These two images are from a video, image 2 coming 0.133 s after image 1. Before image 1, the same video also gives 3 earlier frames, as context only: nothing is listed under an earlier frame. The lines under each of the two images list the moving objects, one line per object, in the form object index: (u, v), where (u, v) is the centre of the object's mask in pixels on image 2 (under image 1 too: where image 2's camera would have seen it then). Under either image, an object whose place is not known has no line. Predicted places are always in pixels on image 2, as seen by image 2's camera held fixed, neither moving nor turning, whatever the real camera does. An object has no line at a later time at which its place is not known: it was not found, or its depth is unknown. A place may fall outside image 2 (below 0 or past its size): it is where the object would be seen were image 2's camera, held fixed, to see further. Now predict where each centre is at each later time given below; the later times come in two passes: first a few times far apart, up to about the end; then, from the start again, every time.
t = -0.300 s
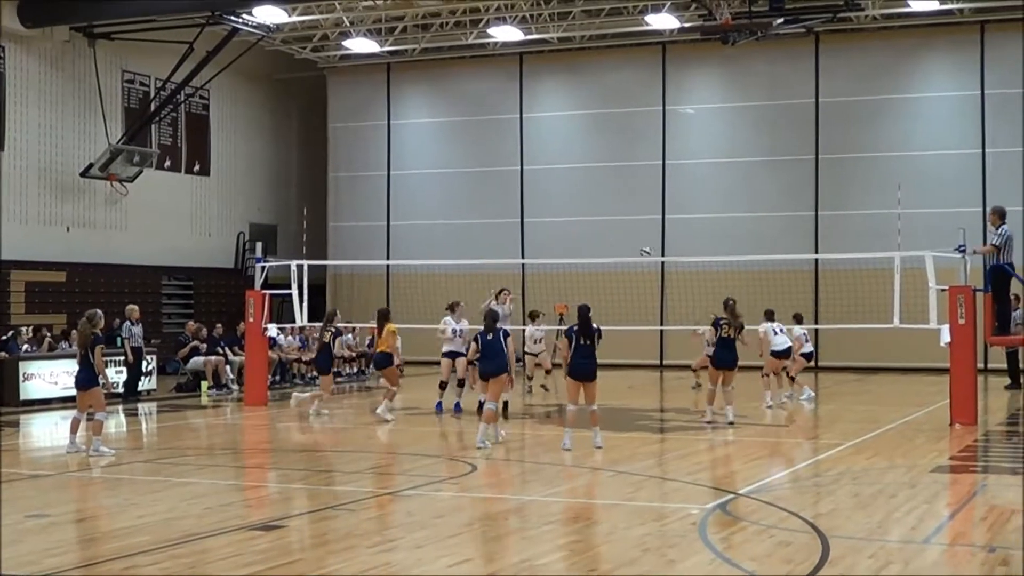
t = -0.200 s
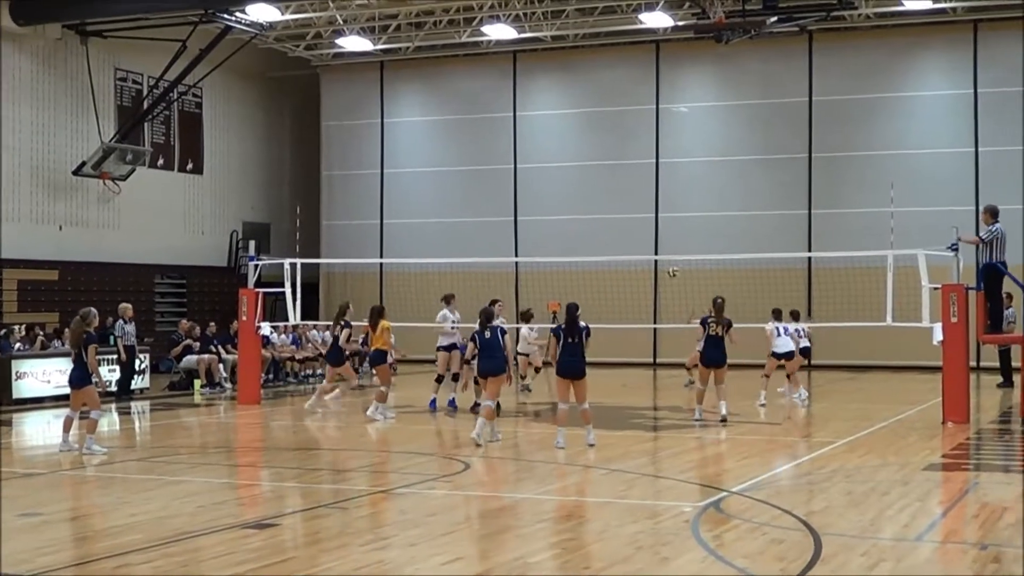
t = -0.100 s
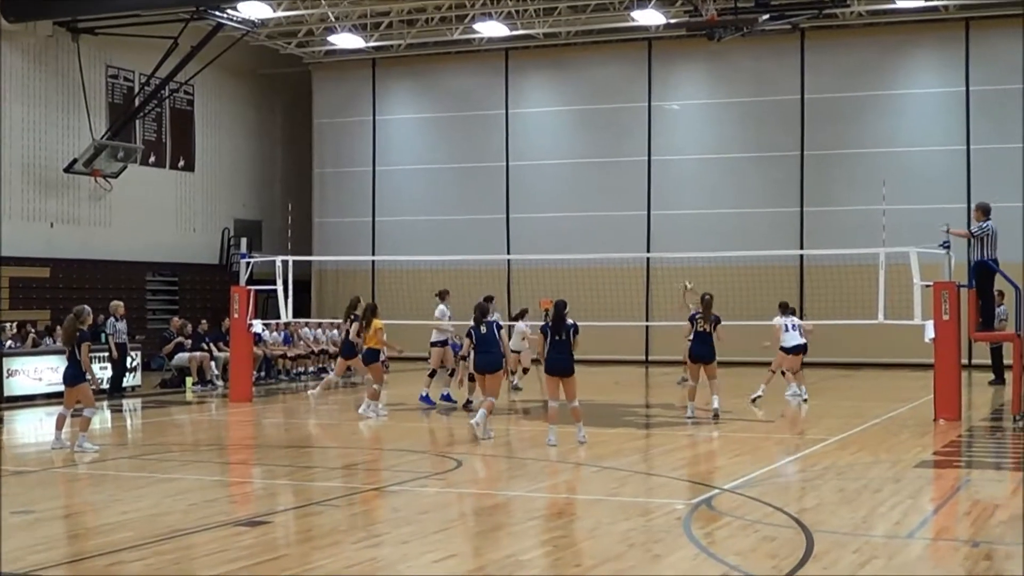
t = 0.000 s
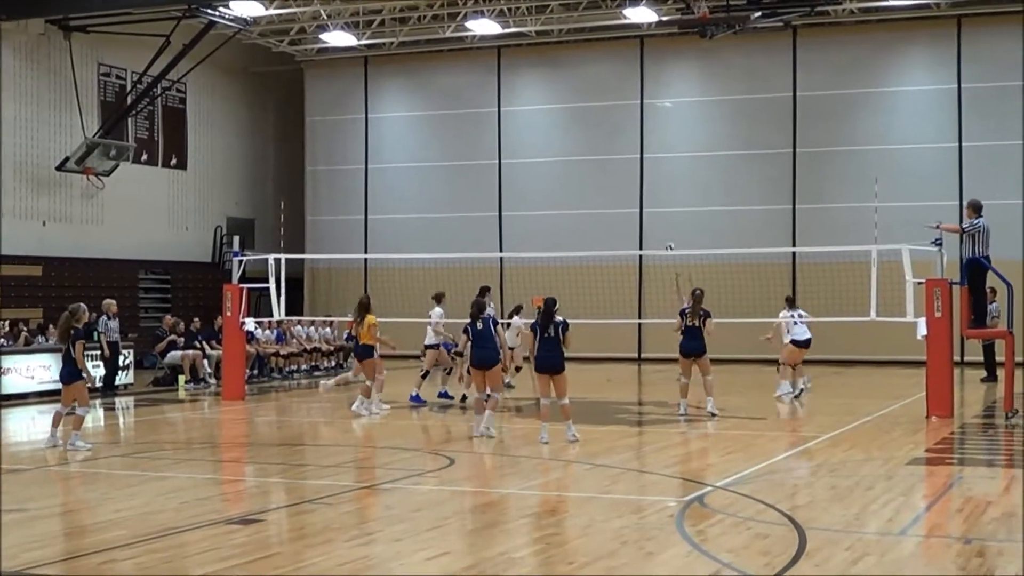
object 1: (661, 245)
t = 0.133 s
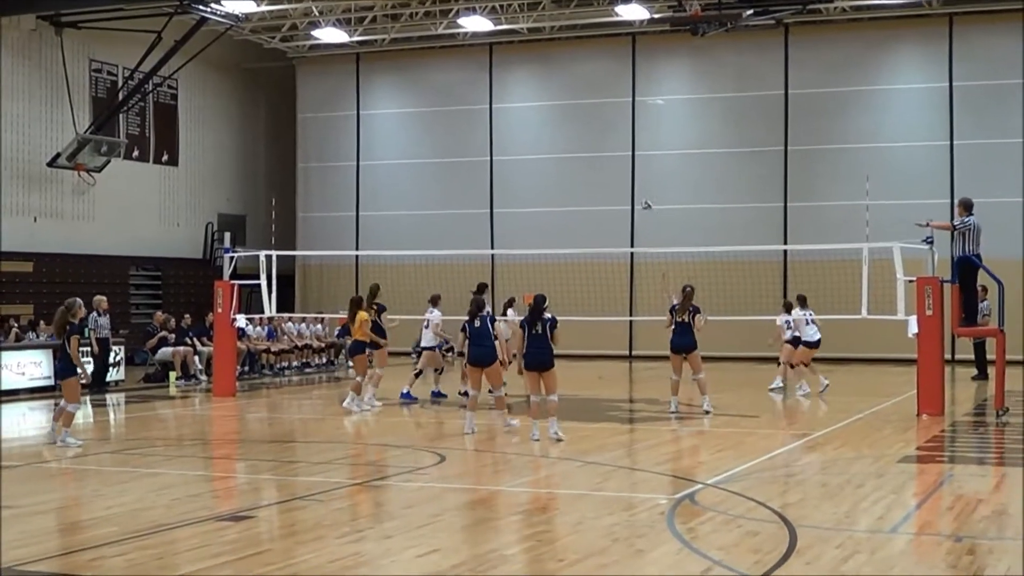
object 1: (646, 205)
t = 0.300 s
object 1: (627, 167)
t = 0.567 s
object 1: (594, 137)
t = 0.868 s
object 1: (555, 152)
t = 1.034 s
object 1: (533, 184)
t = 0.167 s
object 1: (642, 196)
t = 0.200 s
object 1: (638, 188)
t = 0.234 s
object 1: (634, 179)
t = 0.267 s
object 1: (631, 174)
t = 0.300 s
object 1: (627, 167)
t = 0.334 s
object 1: (623, 161)
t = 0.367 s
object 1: (619, 155)
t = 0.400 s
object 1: (615, 151)
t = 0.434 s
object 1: (610, 147)
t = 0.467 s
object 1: (606, 144)
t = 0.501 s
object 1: (602, 140)
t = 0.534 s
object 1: (597, 138)
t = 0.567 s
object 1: (594, 137)
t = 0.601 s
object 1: (590, 136)
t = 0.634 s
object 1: (586, 135)
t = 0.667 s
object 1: (581, 136)
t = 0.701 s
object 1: (577, 138)
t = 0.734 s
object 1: (573, 139)
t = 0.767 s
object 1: (568, 141)
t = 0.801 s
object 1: (564, 145)
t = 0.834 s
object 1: (559, 148)
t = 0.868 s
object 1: (555, 152)
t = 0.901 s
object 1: (550, 157)
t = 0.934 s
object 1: (547, 162)
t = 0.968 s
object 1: (542, 169)
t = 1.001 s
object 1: (537, 177)
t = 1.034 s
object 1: (533, 184)
